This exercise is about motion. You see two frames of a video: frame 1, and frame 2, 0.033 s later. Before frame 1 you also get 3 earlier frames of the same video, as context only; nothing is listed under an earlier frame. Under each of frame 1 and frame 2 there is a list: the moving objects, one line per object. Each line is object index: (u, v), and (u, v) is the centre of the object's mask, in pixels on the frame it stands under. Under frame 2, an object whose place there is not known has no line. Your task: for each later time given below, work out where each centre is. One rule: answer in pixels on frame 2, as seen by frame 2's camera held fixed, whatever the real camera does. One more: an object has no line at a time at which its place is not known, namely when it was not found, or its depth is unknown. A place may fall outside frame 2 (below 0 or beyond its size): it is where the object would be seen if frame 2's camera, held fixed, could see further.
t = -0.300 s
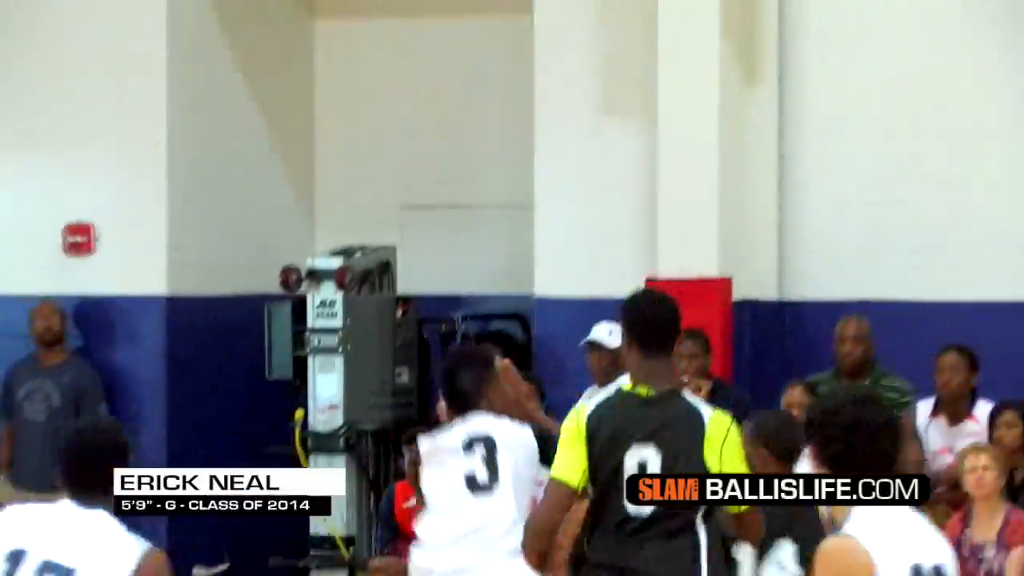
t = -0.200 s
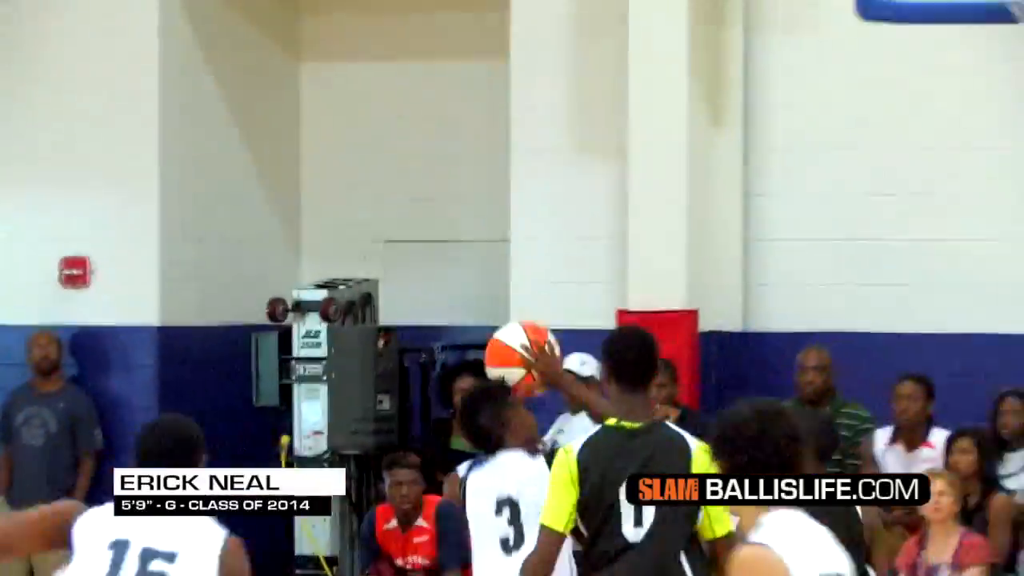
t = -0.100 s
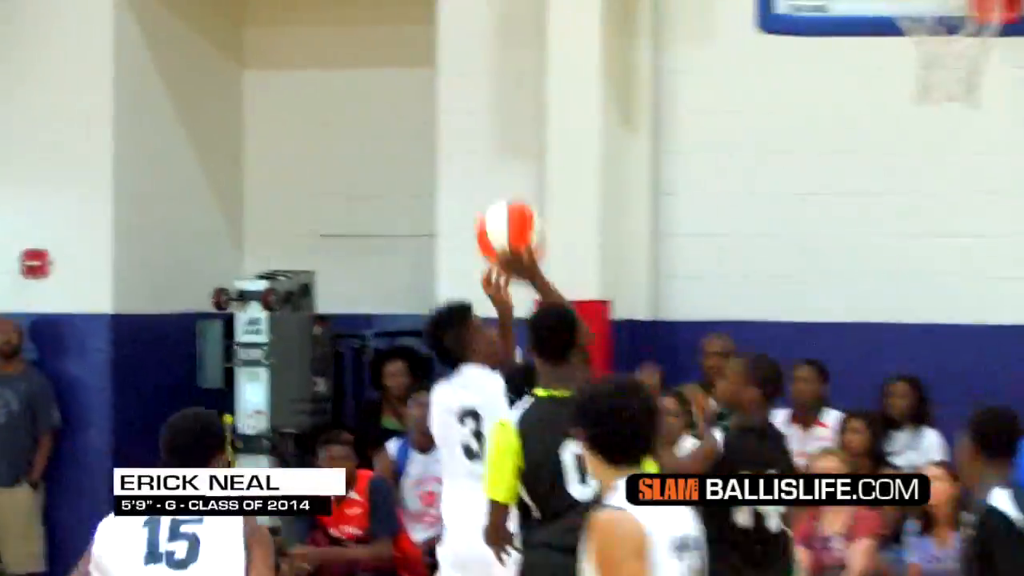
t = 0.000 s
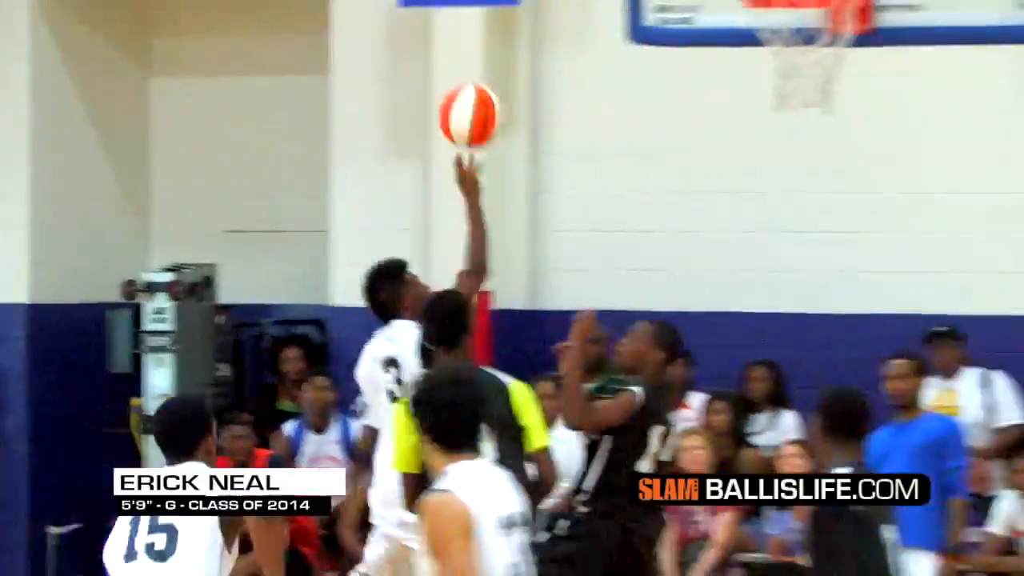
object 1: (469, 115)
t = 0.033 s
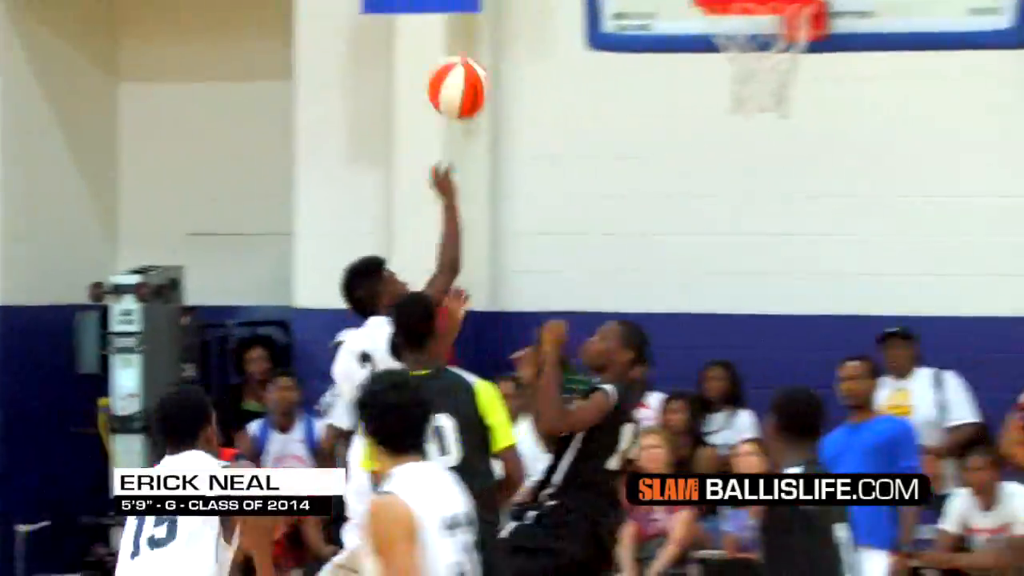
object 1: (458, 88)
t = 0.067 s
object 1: (484, 55)
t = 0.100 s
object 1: (510, 27)
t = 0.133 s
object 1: (536, 1)
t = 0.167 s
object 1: (561, -21)
